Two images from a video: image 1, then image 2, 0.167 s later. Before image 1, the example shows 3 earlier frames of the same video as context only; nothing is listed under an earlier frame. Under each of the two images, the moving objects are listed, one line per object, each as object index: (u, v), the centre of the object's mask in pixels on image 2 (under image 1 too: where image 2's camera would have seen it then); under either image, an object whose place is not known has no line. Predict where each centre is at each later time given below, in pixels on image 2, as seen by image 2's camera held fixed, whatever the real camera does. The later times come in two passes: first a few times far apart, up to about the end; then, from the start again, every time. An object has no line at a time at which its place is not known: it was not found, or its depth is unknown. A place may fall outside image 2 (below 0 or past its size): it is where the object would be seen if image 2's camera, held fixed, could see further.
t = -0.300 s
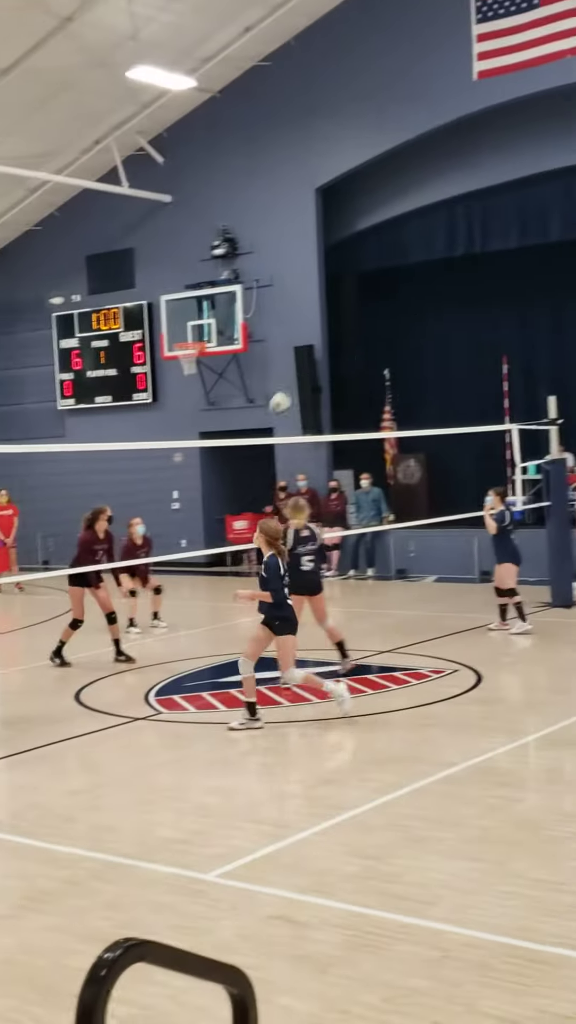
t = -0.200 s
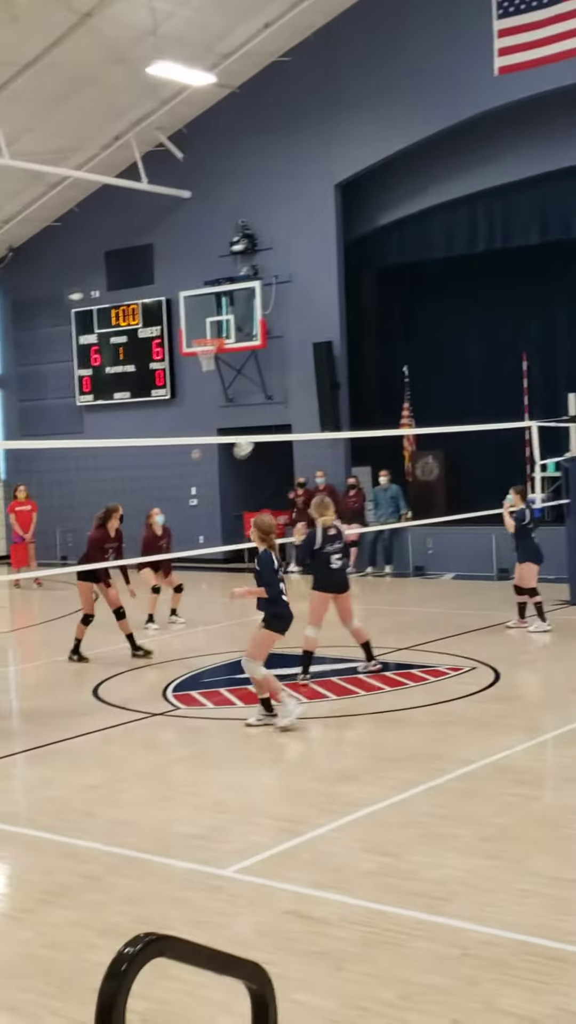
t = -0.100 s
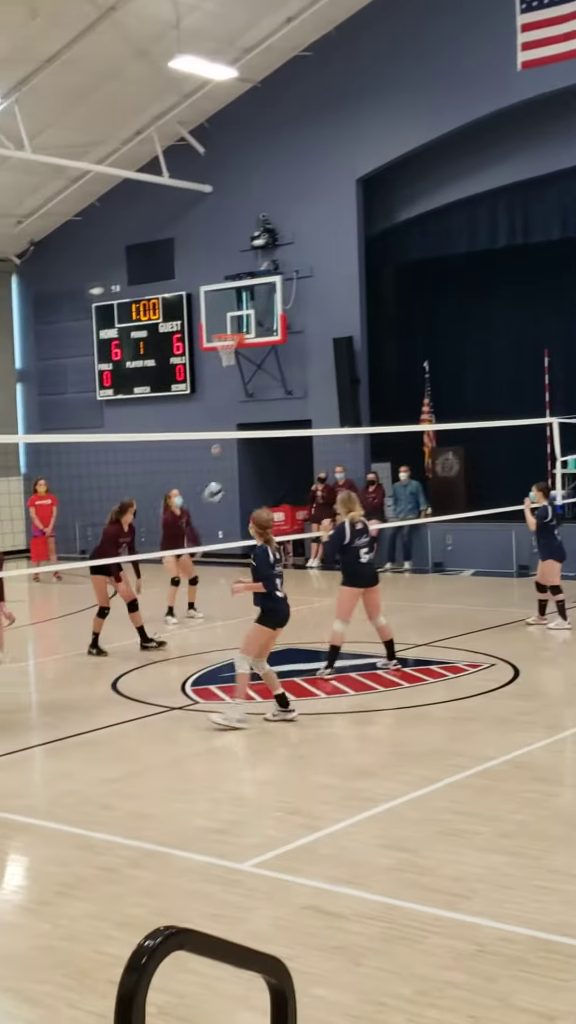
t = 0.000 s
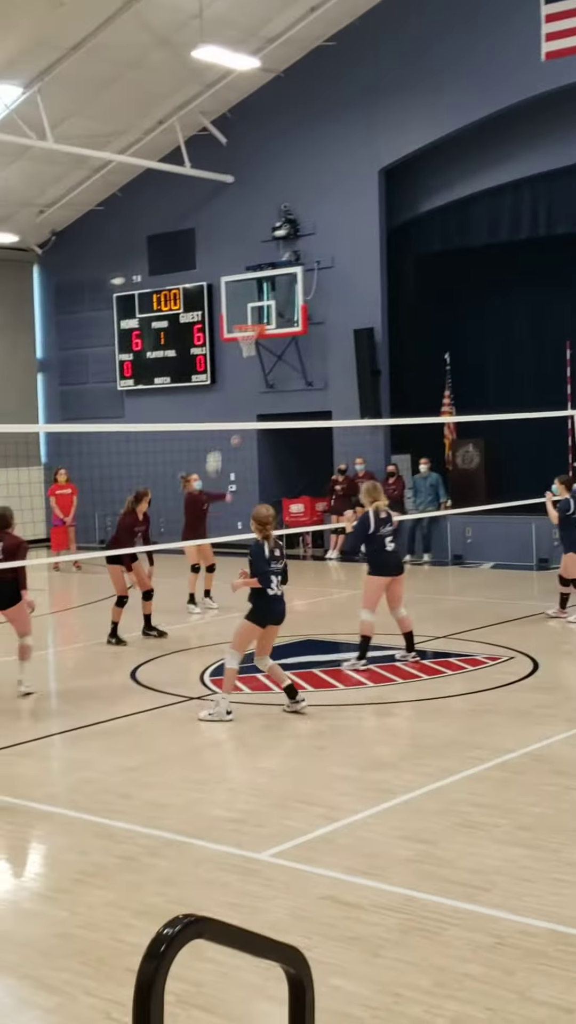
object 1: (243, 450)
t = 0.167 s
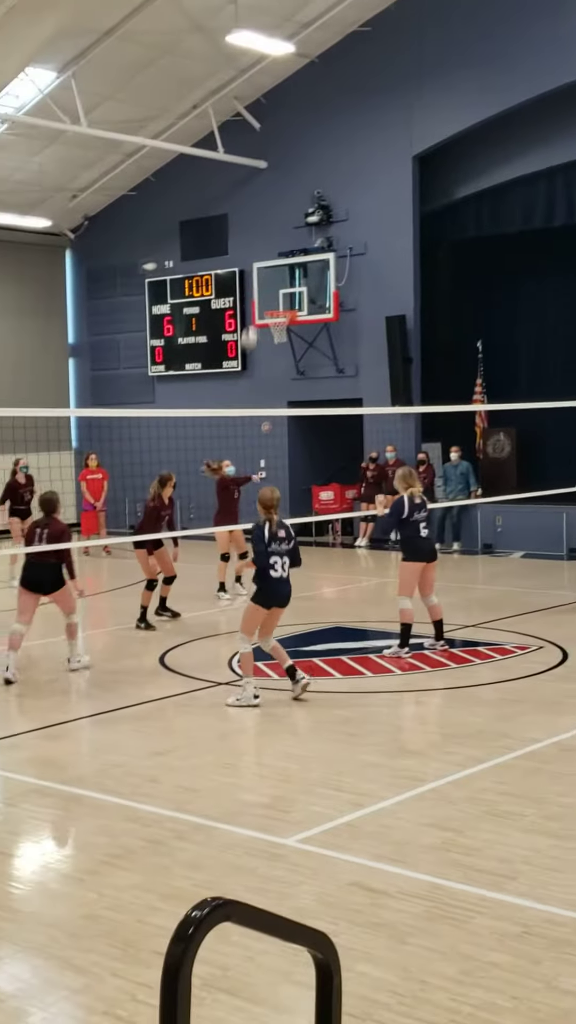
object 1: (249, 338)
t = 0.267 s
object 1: (254, 280)
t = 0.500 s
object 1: (266, 175)
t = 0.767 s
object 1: (282, 108)
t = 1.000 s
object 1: (297, 102)
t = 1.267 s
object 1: (316, 165)
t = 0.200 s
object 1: (250, 317)
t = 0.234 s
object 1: (252, 298)
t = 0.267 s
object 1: (254, 280)
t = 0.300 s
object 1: (256, 261)
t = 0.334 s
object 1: (258, 246)
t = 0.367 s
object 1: (259, 230)
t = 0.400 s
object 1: (261, 215)
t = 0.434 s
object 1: (263, 201)
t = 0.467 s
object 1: (265, 187)
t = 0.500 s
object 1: (266, 175)
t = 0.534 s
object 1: (268, 163)
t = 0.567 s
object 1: (270, 153)
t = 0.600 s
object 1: (272, 143)
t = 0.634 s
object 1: (274, 134)
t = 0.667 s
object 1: (276, 126)
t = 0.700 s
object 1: (277, 119)
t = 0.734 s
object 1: (279, 113)
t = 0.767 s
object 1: (282, 108)
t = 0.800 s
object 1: (284, 103)
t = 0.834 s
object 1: (286, 100)
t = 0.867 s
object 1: (288, 99)
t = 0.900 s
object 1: (290, 98)
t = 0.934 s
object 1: (292, 98)
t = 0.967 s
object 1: (294, 100)
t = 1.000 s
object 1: (297, 102)
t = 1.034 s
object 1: (299, 106)
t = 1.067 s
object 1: (301, 110)
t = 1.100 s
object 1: (303, 117)
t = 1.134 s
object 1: (306, 124)
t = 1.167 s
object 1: (308, 132)
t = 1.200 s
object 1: (311, 142)
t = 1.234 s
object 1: (314, 153)
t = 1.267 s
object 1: (316, 165)
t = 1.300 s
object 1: (319, 179)
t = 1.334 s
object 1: (322, 193)
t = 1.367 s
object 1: (325, 209)
